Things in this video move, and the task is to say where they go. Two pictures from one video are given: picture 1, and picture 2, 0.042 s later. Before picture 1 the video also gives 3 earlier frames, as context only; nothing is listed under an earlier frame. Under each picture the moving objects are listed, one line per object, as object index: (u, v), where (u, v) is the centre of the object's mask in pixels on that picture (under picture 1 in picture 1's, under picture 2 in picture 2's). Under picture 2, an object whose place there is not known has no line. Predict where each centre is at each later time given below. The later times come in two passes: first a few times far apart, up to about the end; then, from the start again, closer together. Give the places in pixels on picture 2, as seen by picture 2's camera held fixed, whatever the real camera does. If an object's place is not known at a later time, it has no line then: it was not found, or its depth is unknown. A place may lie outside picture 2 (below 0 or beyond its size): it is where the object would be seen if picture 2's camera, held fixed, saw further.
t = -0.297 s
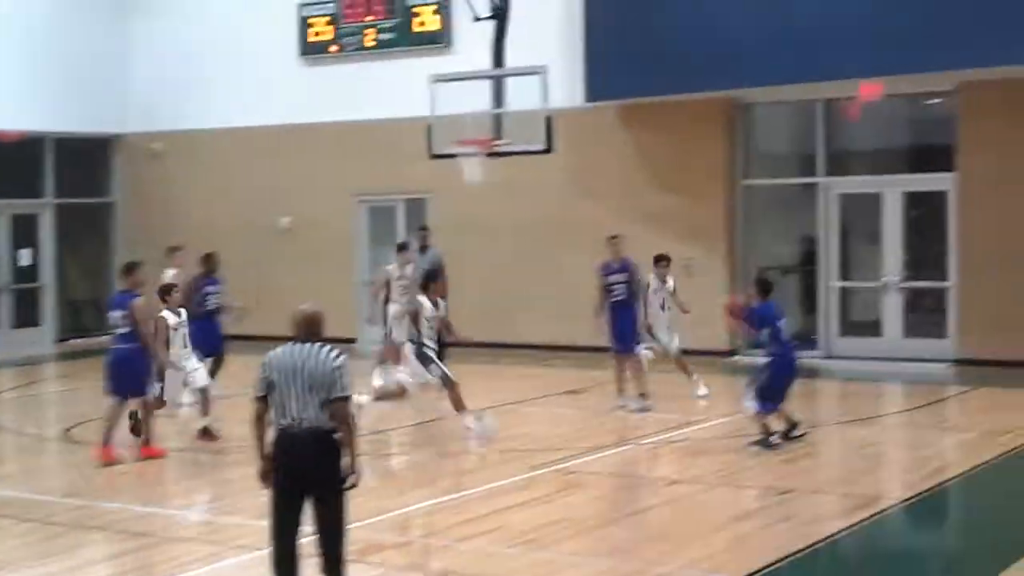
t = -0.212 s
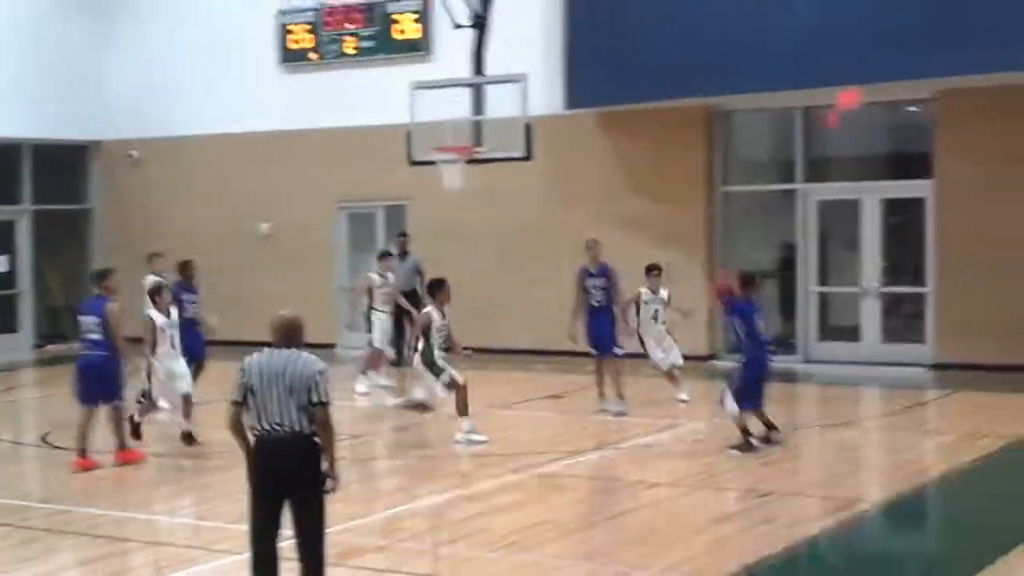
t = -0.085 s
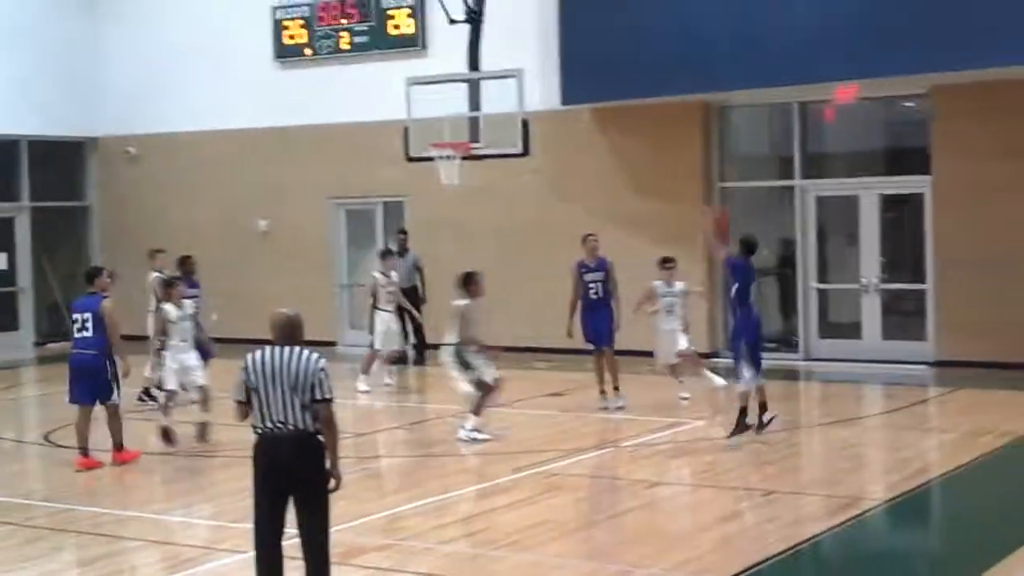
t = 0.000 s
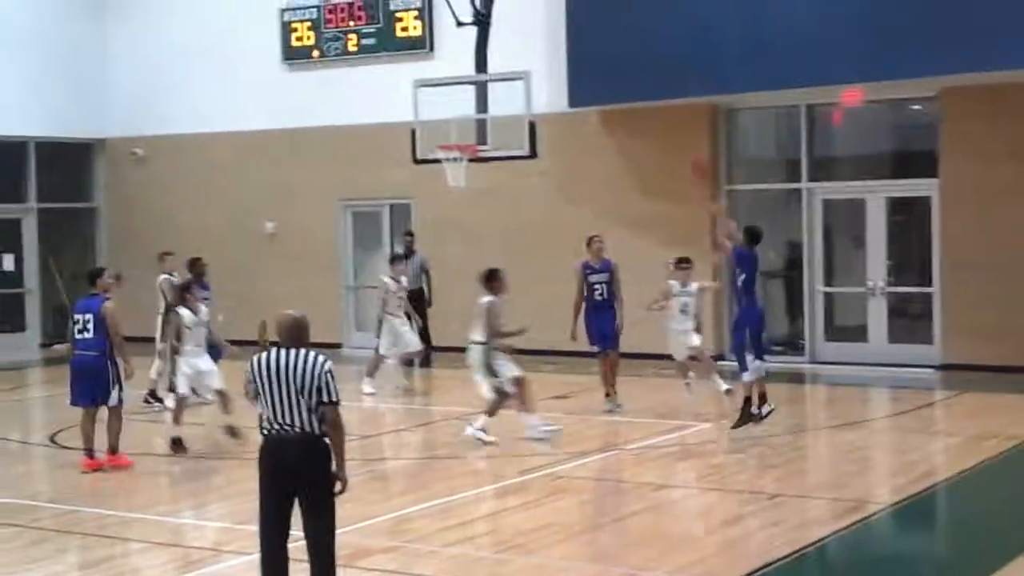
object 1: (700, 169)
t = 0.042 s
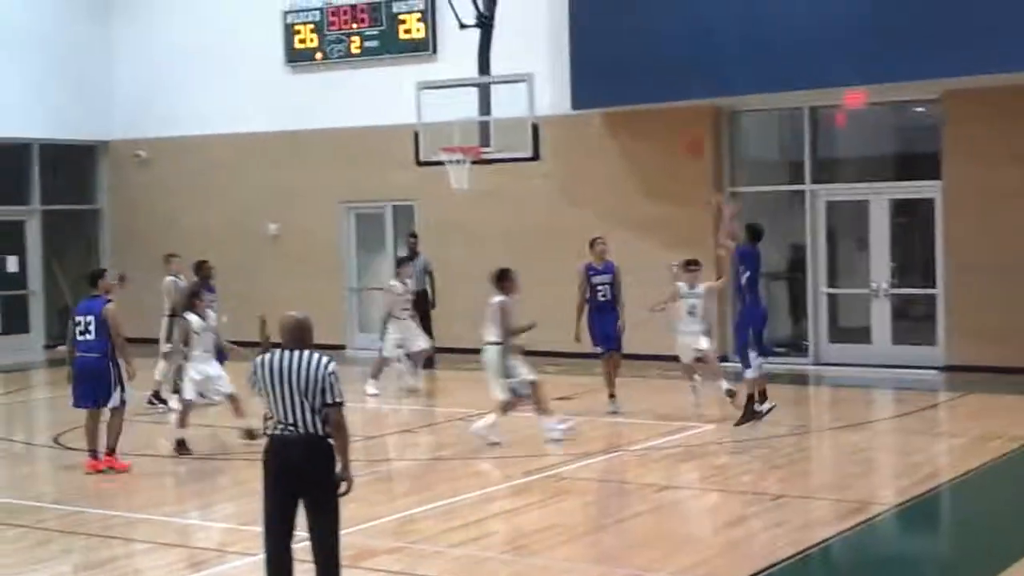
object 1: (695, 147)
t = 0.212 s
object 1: (643, 56)
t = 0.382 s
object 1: (604, 11)
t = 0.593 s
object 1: (555, -5)
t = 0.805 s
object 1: (513, 14)
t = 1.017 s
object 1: (478, 67)
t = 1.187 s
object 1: (453, 133)
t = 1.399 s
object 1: (422, 113)
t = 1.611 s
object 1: (384, 111)
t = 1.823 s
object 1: (346, 145)
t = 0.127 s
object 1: (667, 93)
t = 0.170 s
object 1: (655, 74)
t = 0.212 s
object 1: (643, 56)
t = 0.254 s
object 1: (632, 42)
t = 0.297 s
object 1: (621, 31)
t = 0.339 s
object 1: (612, 20)
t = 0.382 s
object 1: (604, 11)
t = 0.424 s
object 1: (594, 5)
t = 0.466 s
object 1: (583, 2)
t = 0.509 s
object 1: (574, -3)
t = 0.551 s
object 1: (565, -4)
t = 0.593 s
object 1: (555, -5)
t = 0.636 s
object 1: (546, -5)
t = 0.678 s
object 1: (537, -3)
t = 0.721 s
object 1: (528, 1)
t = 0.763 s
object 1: (521, 7)
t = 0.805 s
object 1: (513, 14)
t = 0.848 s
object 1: (506, 22)
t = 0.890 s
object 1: (499, 32)
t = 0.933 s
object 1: (492, 42)
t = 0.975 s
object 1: (484, 55)
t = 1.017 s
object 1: (478, 67)
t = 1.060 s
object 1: (471, 83)
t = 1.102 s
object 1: (466, 97)
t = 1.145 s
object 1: (460, 113)
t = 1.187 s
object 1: (453, 133)
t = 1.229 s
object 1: (448, 139)
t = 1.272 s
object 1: (444, 130)
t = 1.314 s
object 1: (438, 122)
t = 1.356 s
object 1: (430, 117)
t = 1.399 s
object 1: (422, 113)
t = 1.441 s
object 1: (414, 110)
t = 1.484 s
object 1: (407, 108)
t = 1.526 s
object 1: (399, 108)
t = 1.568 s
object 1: (391, 109)
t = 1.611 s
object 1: (384, 111)
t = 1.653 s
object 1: (376, 115)
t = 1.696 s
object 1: (369, 120)
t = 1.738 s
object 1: (361, 127)
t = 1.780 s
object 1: (353, 135)
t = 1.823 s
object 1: (346, 145)
